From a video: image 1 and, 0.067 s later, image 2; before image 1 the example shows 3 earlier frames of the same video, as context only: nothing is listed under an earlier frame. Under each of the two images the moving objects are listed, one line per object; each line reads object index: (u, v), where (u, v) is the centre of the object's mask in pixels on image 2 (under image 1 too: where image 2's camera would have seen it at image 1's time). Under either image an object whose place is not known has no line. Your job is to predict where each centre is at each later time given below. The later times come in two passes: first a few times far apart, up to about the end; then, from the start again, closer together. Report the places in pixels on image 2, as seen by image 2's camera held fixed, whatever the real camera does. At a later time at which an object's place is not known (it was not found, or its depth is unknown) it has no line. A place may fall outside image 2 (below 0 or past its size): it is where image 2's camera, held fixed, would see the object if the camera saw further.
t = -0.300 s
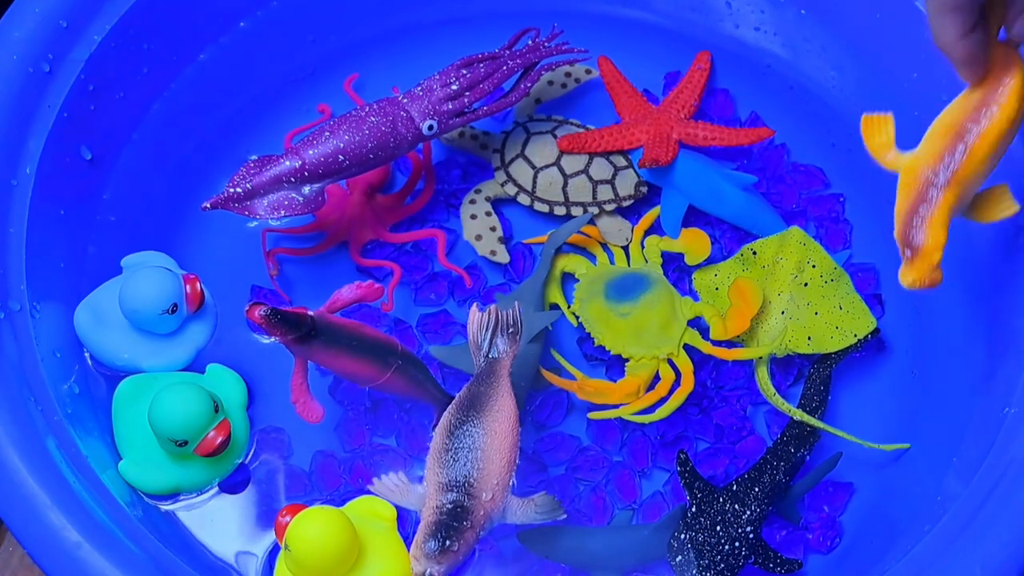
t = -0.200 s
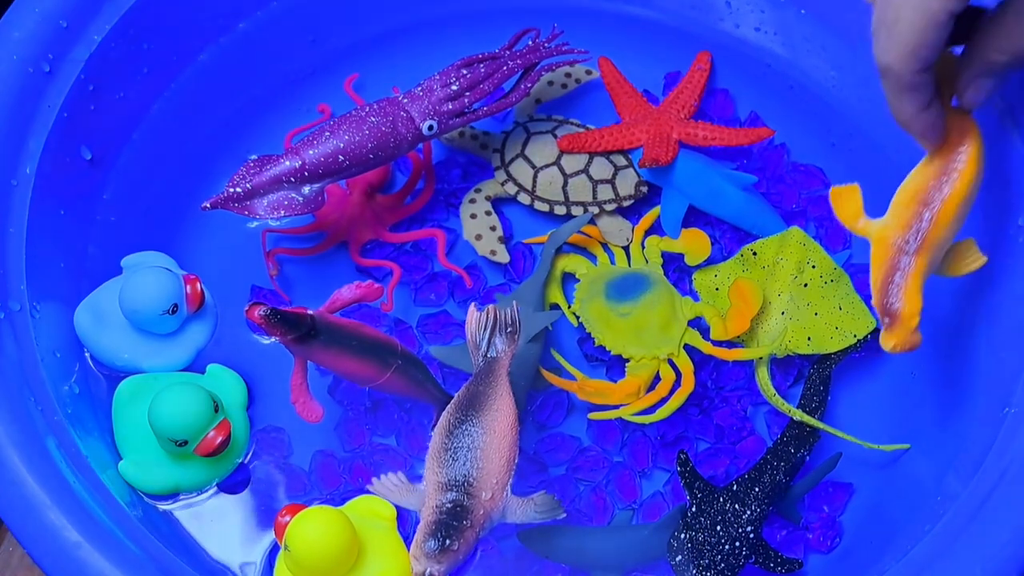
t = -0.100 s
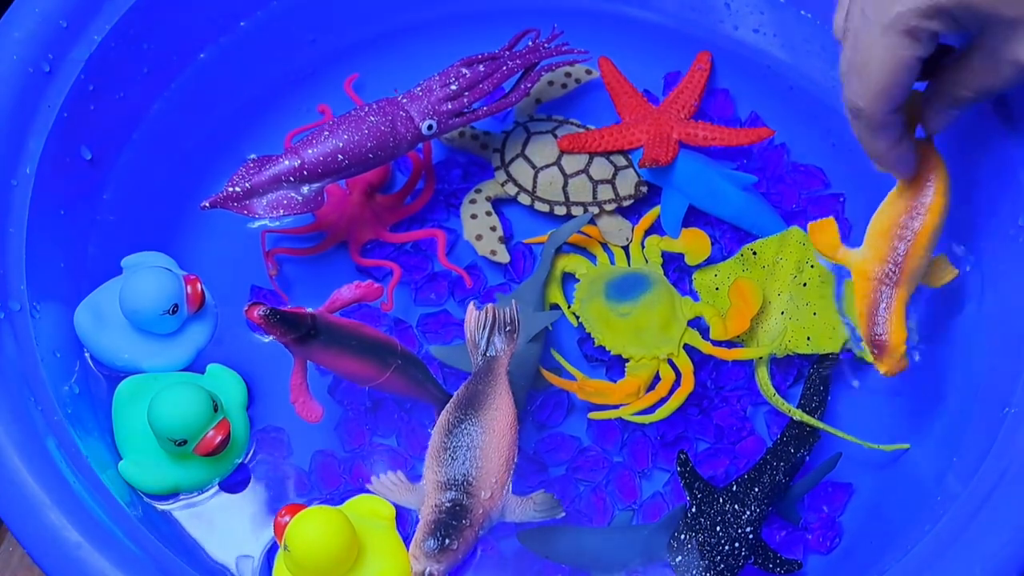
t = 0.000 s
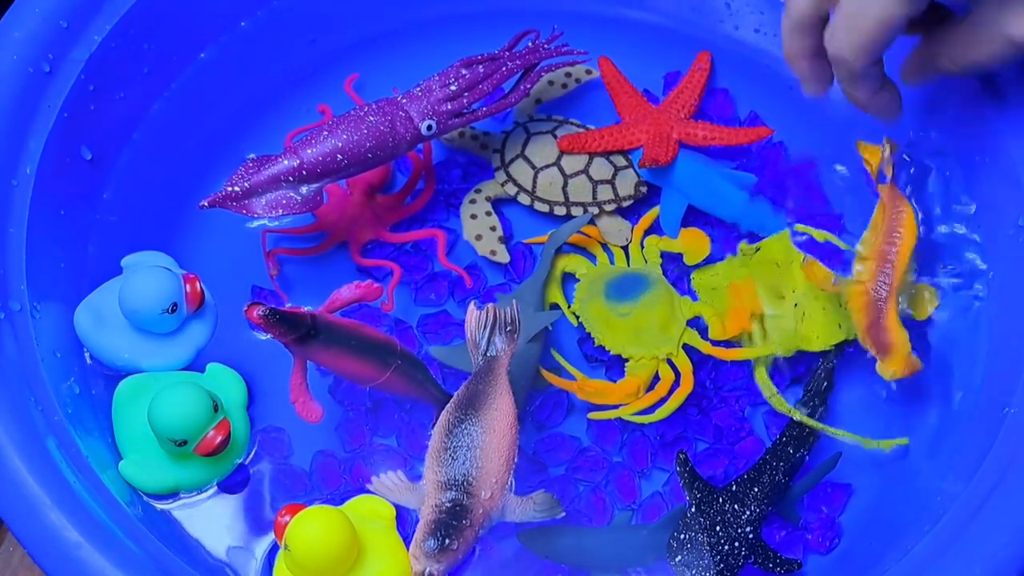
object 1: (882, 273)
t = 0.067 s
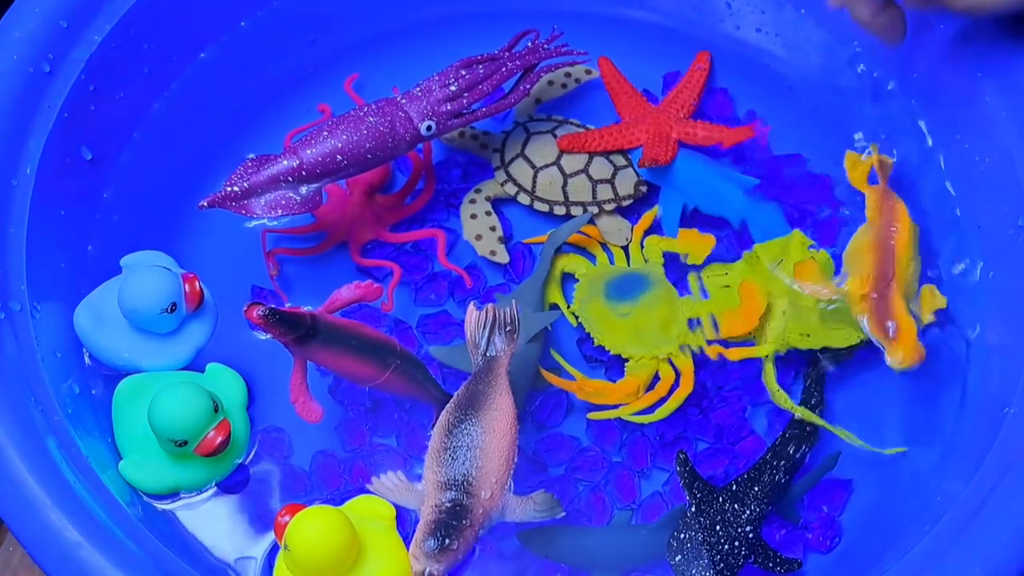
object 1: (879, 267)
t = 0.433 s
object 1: (887, 249)
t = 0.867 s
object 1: (890, 248)
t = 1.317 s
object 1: (891, 240)
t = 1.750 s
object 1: (888, 236)
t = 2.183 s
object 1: (889, 227)
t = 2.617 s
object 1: (889, 220)
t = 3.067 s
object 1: (891, 213)
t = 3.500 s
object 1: (895, 205)
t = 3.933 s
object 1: (893, 200)
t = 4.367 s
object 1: (893, 191)
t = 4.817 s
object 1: (892, 186)
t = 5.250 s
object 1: (890, 179)
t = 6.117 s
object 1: (887, 167)
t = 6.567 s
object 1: (886, 160)
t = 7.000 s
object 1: (882, 153)
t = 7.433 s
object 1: (880, 148)
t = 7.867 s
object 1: (877, 142)
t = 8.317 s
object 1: (872, 137)
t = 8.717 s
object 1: (871, 131)
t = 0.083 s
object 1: (880, 265)
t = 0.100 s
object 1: (882, 260)
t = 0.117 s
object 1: (884, 256)
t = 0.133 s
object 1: (885, 254)
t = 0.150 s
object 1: (887, 252)
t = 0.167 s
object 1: (889, 249)
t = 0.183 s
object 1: (891, 248)
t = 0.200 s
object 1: (892, 247)
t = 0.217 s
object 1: (893, 246)
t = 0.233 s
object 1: (893, 247)
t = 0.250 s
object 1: (892, 247)
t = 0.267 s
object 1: (892, 248)
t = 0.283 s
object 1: (890, 247)
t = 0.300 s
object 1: (888, 247)
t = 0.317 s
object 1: (888, 247)
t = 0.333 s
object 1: (889, 248)
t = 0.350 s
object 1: (888, 249)
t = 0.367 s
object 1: (887, 249)
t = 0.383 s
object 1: (888, 250)
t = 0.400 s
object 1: (887, 250)
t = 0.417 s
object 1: (887, 249)
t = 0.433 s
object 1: (887, 249)
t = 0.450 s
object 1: (887, 249)
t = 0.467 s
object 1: (887, 249)
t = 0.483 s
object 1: (887, 249)
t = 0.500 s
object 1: (888, 250)
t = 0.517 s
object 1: (888, 250)
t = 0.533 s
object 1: (889, 249)
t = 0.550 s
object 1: (889, 249)
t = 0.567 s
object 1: (889, 249)
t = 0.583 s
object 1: (889, 248)
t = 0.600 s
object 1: (889, 248)
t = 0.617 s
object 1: (889, 247)
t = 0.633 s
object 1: (888, 247)
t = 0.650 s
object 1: (888, 247)
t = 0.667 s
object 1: (888, 247)
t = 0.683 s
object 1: (888, 247)
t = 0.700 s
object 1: (888, 247)
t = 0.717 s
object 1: (888, 247)
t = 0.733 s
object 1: (888, 247)
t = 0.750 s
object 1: (888, 248)
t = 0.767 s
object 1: (889, 248)
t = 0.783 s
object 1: (889, 248)
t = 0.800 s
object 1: (889, 248)
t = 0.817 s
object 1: (890, 248)
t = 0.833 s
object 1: (890, 248)
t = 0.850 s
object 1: (890, 248)
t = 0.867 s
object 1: (890, 248)
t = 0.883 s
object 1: (890, 247)
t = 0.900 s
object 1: (890, 247)
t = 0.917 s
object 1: (890, 247)
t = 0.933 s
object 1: (890, 246)
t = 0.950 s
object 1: (890, 246)
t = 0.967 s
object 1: (890, 246)
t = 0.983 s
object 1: (890, 247)
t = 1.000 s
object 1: (890, 247)
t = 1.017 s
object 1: (890, 247)
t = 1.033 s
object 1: (890, 246)
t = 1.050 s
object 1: (890, 246)
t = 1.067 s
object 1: (890, 246)
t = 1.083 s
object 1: (890, 246)
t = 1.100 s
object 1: (890, 245)
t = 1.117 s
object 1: (890, 245)
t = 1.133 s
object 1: (890, 244)
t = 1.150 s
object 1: (890, 244)
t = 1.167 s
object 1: (890, 243)
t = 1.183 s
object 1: (890, 243)
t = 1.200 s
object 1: (890, 242)
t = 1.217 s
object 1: (891, 242)
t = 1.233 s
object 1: (891, 242)
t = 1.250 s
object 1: (891, 242)
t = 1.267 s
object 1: (891, 241)
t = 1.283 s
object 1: (891, 241)
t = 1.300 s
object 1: (891, 241)
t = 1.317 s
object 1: (891, 240)
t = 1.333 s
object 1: (891, 240)
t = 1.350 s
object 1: (891, 240)
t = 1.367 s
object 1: (891, 239)
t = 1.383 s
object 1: (891, 239)
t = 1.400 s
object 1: (891, 238)
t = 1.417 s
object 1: (891, 238)
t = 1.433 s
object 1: (890, 238)
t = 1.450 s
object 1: (890, 238)
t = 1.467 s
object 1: (890, 238)
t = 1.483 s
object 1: (890, 238)
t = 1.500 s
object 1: (890, 238)
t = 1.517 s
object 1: (890, 238)
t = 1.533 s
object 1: (890, 237)
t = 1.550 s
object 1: (890, 237)
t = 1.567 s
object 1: (890, 237)
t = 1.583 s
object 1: (890, 237)
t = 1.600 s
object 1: (890, 237)
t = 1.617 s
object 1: (889, 237)
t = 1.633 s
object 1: (889, 237)
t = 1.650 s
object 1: (889, 237)
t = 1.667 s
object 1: (889, 237)
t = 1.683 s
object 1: (889, 237)
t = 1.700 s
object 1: (888, 236)
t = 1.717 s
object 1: (888, 236)
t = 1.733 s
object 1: (888, 236)
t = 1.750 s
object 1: (888, 236)
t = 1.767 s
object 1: (888, 236)
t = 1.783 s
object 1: (888, 235)
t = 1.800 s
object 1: (888, 235)
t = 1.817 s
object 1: (889, 234)
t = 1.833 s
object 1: (889, 234)
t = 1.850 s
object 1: (889, 233)
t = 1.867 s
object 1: (890, 232)
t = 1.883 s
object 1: (890, 232)
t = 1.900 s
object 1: (891, 231)
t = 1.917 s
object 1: (891, 231)
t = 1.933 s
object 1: (892, 230)
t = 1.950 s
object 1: (892, 230)
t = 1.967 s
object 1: (893, 229)
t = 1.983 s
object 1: (893, 229)
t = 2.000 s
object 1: (893, 229)
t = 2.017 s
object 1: (893, 229)
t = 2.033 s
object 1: (893, 229)
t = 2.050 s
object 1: (892, 228)
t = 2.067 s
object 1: (892, 228)
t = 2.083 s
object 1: (891, 228)
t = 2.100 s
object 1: (891, 228)
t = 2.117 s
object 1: (890, 228)
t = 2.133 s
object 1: (890, 228)
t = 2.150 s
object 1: (889, 227)
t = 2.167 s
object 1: (889, 227)
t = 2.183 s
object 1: (889, 227)
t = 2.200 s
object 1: (889, 227)
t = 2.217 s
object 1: (888, 227)
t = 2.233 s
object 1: (889, 227)
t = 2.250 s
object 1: (889, 226)
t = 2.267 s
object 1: (889, 226)
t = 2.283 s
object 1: (889, 226)
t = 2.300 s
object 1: (890, 225)
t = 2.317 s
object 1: (890, 225)
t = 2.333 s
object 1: (890, 224)
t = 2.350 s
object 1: (891, 224)
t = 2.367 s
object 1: (891, 224)
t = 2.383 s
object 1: (891, 223)
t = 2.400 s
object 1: (891, 223)
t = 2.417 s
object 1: (891, 222)
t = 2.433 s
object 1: (891, 222)
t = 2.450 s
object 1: (891, 222)
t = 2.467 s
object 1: (891, 222)
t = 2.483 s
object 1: (891, 222)
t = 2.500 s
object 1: (891, 222)
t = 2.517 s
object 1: (891, 222)
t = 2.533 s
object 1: (890, 222)
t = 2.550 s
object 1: (890, 221)
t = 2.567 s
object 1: (890, 221)
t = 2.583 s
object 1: (889, 221)
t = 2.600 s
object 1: (889, 221)
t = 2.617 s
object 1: (889, 220)
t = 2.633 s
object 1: (889, 220)
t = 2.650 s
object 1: (889, 220)
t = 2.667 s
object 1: (890, 219)
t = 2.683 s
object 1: (890, 219)
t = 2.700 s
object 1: (891, 219)
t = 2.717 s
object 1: (891, 218)
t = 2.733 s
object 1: (892, 218)
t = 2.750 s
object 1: (893, 217)
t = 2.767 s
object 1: (893, 217)
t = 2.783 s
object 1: (894, 216)
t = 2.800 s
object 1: (894, 216)
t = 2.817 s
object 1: (895, 215)
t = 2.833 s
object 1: (895, 215)
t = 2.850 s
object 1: (894, 215)
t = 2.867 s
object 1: (894, 214)
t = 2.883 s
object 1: (894, 214)
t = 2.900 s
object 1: (893, 214)
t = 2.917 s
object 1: (893, 214)
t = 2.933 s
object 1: (892, 213)
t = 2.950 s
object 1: (892, 213)
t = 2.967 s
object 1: (891, 213)
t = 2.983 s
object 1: (891, 213)
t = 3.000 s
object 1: (891, 213)
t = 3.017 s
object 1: (891, 213)
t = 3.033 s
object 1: (891, 213)
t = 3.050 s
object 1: (891, 213)
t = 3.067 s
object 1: (891, 213)
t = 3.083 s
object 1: (892, 213)
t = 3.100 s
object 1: (892, 213)
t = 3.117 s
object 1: (892, 213)
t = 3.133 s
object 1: (892, 212)
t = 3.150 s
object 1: (893, 212)
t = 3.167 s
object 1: (893, 212)
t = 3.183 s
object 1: (893, 212)
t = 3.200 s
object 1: (892, 211)
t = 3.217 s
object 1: (892, 211)
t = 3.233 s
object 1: (892, 211)
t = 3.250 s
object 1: (892, 210)
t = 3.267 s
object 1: (892, 210)
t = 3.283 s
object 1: (892, 210)
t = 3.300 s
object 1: (892, 209)
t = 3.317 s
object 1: (892, 209)
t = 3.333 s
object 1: (892, 208)
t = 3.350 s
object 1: (892, 208)
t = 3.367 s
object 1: (892, 207)
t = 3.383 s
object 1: (893, 207)
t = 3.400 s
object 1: (893, 206)
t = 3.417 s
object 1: (894, 206)
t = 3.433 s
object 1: (894, 206)
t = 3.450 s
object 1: (894, 206)
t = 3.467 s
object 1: (895, 205)
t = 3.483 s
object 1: (895, 205)
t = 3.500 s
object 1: (895, 205)
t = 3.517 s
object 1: (895, 205)
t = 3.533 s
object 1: (895, 205)
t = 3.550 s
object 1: (895, 204)
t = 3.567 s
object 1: (895, 204)
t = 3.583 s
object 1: (895, 204)
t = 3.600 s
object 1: (894, 204)
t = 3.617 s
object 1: (894, 204)
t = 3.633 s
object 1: (894, 203)
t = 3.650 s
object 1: (893, 203)
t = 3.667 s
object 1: (893, 202)
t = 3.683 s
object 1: (893, 202)
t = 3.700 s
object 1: (893, 202)
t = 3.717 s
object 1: (892, 202)
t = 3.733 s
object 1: (892, 202)
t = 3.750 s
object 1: (892, 202)
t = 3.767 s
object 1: (892, 201)
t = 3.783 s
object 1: (892, 201)
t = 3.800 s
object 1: (892, 201)
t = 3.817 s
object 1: (892, 201)
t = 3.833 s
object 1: (893, 201)
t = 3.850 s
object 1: (893, 201)
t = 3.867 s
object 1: (893, 201)
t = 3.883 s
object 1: (893, 200)
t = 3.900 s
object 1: (893, 200)
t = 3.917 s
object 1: (893, 200)
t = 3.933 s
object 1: (893, 200)
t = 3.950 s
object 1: (893, 199)
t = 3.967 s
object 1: (893, 199)
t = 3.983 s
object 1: (892, 199)
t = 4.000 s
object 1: (892, 198)
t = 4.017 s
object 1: (892, 198)
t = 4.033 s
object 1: (892, 198)
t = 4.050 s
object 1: (892, 197)
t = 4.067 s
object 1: (892, 197)
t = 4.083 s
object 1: (893, 196)
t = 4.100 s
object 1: (893, 196)
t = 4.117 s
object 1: (893, 196)
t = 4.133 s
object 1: (893, 196)
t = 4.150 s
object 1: (893, 196)
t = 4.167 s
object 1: (894, 195)
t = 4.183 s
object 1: (894, 195)
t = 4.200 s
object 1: (894, 195)
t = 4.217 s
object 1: (893, 195)
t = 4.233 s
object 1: (893, 195)
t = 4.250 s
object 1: (893, 194)
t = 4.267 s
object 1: (893, 194)
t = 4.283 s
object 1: (893, 193)
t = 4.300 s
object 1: (893, 193)
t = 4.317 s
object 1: (893, 193)
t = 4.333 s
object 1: (893, 192)
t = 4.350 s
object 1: (893, 192)
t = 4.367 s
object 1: (893, 191)
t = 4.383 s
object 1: (893, 191)
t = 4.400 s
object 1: (893, 191)
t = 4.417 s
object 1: (893, 190)
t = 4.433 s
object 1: (893, 190)
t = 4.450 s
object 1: (893, 191)
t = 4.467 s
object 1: (893, 191)
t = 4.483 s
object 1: (893, 191)
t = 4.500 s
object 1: (893, 191)
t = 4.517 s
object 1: (893, 191)
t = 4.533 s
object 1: (893, 191)
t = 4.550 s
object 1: (893, 191)
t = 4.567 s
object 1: (893, 190)
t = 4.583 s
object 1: (892, 190)
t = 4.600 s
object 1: (892, 190)
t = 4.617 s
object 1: (891, 189)
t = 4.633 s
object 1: (891, 189)
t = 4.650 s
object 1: (891, 188)
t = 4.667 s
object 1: (891, 188)
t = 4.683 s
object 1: (890, 188)
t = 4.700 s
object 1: (890, 188)
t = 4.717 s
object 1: (890, 187)
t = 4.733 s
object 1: (890, 187)
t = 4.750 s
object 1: (890, 187)
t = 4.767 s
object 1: (891, 187)
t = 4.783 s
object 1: (891, 187)
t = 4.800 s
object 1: (891, 186)
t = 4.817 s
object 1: (892, 186)
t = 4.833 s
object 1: (892, 186)
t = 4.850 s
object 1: (892, 186)
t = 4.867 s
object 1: (892, 185)
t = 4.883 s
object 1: (893, 185)
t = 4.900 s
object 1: (893, 184)
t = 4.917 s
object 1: (893, 184)
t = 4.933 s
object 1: (893, 183)
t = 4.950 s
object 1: (893, 183)
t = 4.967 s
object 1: (893, 182)
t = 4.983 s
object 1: (893, 182)
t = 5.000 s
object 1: (893, 182)
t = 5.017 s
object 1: (892, 181)
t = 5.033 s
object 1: (892, 181)
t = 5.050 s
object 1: (892, 181)
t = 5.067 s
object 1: (892, 181)
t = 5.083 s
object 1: (892, 181)
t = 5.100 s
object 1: (891, 181)
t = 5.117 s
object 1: (891, 181)
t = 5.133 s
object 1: (891, 180)
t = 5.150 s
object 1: (891, 180)
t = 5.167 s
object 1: (891, 180)
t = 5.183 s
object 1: (891, 180)
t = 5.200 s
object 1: (891, 180)
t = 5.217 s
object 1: (891, 180)
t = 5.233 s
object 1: (891, 179)
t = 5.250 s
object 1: (890, 179)
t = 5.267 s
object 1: (890, 179)
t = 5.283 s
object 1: (890, 179)
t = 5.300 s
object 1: (890, 178)
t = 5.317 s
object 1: (890, 178)
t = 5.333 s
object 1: (890, 178)
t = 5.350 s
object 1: (890, 178)
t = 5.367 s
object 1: (890, 178)
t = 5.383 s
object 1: (889, 178)
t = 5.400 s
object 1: (889, 177)
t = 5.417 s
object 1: (889, 177)
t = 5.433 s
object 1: (889, 177)
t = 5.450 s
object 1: (889, 177)
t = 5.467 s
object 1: (889, 176)
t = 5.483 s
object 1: (889, 176)
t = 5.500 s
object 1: (889, 175)
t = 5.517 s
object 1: (889, 175)
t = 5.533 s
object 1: (889, 174)
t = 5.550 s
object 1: (890, 174)
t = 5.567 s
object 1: (890, 174)
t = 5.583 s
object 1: (890, 173)
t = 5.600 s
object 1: (890, 173)
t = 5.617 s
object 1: (890, 173)
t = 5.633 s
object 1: (890, 173)
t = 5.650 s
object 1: (890, 173)
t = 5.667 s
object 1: (890, 172)
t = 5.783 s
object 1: (889, 171)
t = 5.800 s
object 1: (889, 171)
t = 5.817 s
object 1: (889, 170)
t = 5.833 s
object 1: (889, 170)
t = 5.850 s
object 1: (889, 169)
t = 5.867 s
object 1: (889, 169)
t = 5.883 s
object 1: (888, 169)
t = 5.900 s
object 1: (888, 169)
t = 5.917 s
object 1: (888, 168)
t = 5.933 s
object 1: (888, 168)
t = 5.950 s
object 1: (888, 168)
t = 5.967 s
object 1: (888, 168)
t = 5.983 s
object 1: (888, 168)
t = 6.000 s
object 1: (888, 167)
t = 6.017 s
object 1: (888, 167)
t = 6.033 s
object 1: (888, 167)
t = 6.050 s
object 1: (888, 167)
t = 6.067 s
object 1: (888, 167)
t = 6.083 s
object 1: (887, 167)
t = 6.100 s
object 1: (887, 167)
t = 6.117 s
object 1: (887, 167)
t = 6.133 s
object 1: (887, 167)
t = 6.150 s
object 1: (886, 167)
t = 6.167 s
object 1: (886, 166)
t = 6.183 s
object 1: (886, 166)
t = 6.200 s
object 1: (886, 166)
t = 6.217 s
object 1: (885, 166)
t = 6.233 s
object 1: (885, 165)
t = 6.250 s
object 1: (885, 165)
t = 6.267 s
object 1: (885, 165)
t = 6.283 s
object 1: (885, 164)
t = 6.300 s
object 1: (885, 164)
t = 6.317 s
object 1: (885, 163)
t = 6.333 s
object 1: (885, 163)
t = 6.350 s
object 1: (885, 162)
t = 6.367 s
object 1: (886, 162)
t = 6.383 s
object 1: (886, 162)
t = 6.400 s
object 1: (886, 161)
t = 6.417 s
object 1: (886, 161)
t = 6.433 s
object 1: (887, 161)
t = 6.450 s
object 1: (887, 161)
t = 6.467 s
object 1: (887, 160)
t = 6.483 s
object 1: (887, 160)
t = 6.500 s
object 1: (887, 160)
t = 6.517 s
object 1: (887, 160)
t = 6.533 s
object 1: (887, 160)
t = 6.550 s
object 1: (886, 160)
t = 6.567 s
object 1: (886, 160)
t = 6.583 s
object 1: (886, 160)
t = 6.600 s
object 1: (885, 159)
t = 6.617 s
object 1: (885, 159)
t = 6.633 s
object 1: (885, 159)
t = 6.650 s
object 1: (884, 159)
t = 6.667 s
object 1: (884, 158)
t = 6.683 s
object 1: (884, 158)
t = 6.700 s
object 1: (883, 158)
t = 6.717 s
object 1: (883, 158)
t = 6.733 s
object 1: (883, 158)
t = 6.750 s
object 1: (883, 157)
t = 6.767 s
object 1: (883, 157)
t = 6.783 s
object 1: (883, 157)
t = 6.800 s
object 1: (883, 157)
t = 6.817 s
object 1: (883, 157)
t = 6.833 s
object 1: (883, 156)
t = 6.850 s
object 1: (883, 156)
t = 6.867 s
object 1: (883, 156)
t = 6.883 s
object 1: (883, 155)
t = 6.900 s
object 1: (882, 155)
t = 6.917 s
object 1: (882, 155)
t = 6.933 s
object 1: (882, 154)
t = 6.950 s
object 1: (882, 154)
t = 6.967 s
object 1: (882, 154)
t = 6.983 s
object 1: (882, 154)
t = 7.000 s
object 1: (882, 153)
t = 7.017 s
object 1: (882, 153)
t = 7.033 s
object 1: (882, 153)
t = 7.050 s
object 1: (882, 153)
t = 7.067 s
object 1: (882, 153)
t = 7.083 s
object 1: (882, 153)
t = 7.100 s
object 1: (882, 153)
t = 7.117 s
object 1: (882, 153)
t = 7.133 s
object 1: (882, 152)
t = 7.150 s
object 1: (882, 152)
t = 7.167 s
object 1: (882, 152)
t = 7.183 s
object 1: (882, 152)
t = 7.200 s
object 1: (881, 151)
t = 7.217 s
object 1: (881, 151)
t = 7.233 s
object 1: (881, 150)
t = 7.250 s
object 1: (881, 150)
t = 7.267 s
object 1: (881, 150)
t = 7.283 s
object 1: (881, 149)
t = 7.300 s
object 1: (881, 149)
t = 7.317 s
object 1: (881, 149)
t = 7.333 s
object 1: (880, 148)
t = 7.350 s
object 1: (880, 148)
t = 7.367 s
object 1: (880, 148)
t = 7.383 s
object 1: (880, 148)
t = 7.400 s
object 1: (880, 148)
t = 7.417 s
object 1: (880, 148)
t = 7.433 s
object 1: (880, 148)
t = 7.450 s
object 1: (880, 148)
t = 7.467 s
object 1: (880, 148)
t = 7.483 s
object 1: (879, 148)
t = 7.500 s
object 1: (879, 147)
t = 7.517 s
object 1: (879, 147)
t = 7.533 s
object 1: (879, 147)
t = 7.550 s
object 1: (878, 147)
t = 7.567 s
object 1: (878, 147)
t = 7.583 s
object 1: (878, 146)
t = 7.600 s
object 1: (878, 146)
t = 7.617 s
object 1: (877, 146)
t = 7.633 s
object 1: (877, 145)
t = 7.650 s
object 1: (877, 145)
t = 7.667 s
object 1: (877, 144)
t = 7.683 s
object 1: (877, 144)
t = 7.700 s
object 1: (877, 144)
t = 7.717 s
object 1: (877, 144)
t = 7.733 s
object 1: (877, 144)
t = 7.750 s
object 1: (877, 143)
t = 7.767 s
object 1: (877, 143)
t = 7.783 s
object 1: (877, 143)
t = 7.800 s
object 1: (877, 143)
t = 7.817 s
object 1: (877, 143)
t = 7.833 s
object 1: (877, 143)
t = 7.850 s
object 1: (877, 143)
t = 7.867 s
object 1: (877, 142)
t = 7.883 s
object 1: (877, 142)
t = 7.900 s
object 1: (877, 142)
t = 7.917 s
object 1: (877, 142)
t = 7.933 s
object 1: (877, 141)
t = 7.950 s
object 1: (876, 141)
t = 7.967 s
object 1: (876, 141)
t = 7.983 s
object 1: (876, 140)
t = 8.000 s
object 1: (876, 140)
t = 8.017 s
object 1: (876, 139)
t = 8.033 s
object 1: (876, 139)
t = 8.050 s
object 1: (876, 139)
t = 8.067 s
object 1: (876, 139)
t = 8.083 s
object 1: (876, 139)
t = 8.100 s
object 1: (876, 138)
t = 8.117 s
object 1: (876, 138)
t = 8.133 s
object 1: (876, 138)
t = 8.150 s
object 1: (876, 138)
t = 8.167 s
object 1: (876, 138)
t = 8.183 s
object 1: (875, 138)
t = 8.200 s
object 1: (875, 138)
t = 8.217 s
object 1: (875, 138)
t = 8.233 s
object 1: (874, 138)
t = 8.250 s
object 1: (874, 138)
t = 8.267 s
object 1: (873, 138)
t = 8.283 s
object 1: (873, 137)
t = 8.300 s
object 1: (873, 137)
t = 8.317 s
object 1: (872, 137)
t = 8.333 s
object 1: (872, 136)
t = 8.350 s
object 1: (872, 136)
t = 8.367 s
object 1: (872, 136)
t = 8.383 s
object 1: (871, 135)
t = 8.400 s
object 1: (871, 135)
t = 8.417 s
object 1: (871, 135)
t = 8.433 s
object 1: (871, 134)
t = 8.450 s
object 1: (872, 134)
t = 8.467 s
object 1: (872, 134)
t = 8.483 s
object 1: (872, 134)
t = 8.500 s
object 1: (872, 134)
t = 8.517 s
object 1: (872, 133)
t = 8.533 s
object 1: (872, 133)
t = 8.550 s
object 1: (872, 133)
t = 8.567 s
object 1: (872, 133)
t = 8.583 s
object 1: (872, 133)
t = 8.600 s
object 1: (872, 132)
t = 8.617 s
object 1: (872, 132)
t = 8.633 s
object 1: (872, 132)
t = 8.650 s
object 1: (872, 132)
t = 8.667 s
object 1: (872, 132)
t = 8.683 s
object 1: (872, 131)
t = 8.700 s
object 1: (871, 131)
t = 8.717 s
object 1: (871, 131)
